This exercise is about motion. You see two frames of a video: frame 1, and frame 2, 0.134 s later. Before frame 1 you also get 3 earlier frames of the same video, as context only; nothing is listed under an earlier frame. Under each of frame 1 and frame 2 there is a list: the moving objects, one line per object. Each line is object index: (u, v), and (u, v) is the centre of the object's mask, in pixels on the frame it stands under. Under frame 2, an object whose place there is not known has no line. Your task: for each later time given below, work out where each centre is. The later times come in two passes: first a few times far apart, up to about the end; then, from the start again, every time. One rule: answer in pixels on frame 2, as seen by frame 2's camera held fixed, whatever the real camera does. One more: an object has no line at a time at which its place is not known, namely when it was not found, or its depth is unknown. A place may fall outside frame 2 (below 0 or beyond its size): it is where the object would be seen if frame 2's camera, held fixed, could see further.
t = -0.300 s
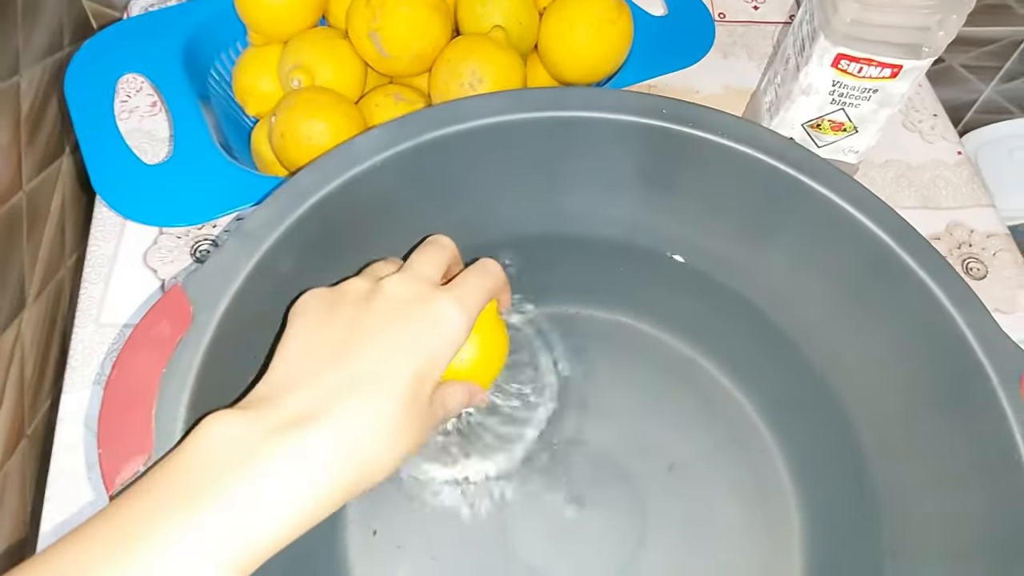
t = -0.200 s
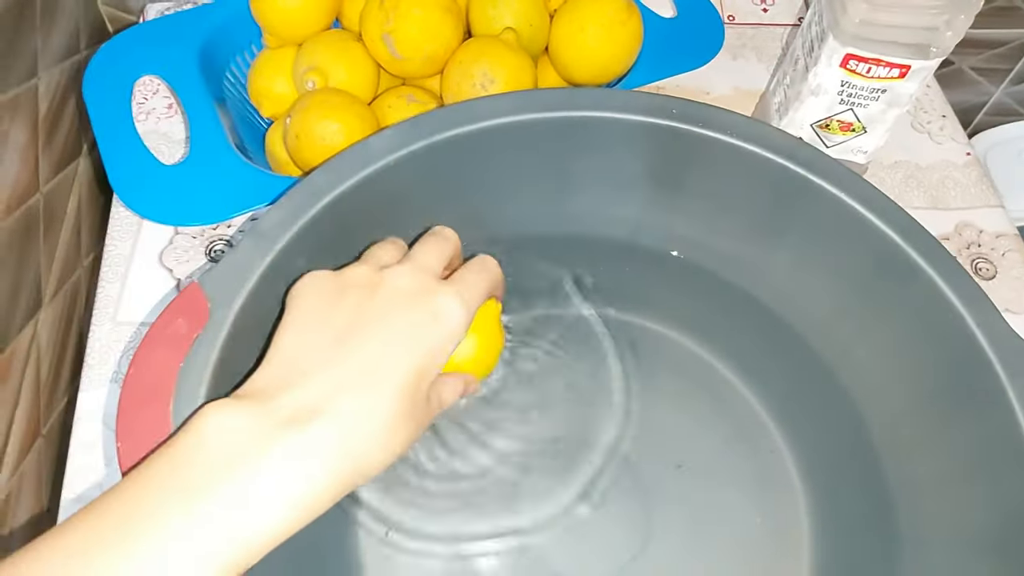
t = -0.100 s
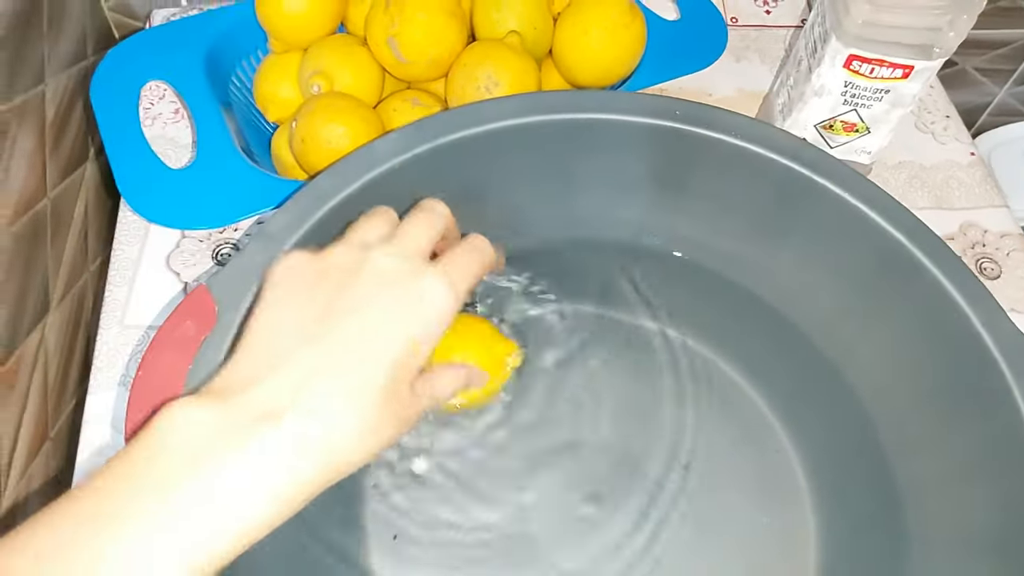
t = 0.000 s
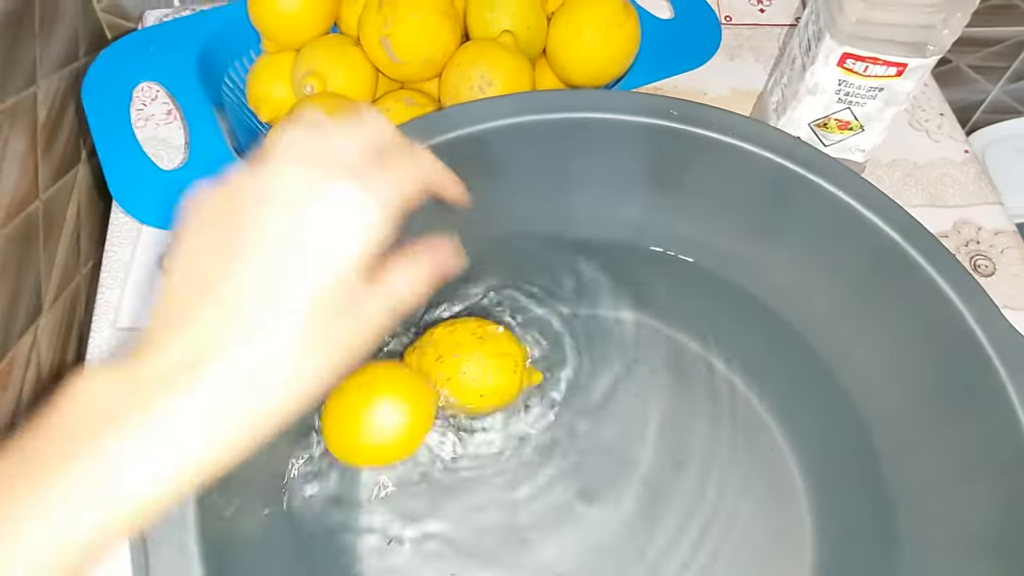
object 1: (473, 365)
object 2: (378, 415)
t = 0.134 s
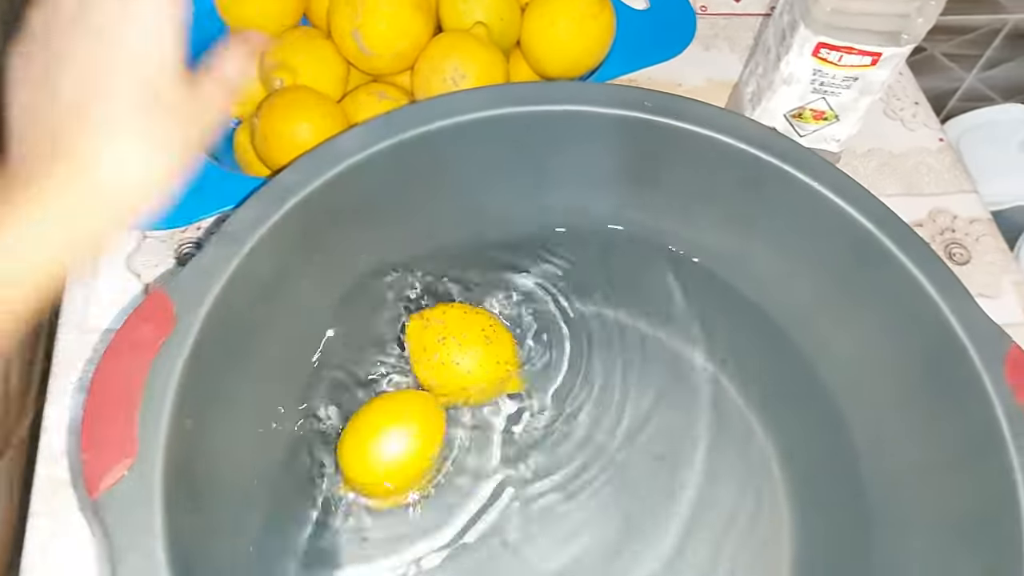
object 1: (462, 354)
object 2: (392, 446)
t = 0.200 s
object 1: (466, 351)
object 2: (406, 445)
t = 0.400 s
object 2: (437, 457)
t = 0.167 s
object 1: (465, 352)
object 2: (400, 444)
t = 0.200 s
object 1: (466, 351)
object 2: (406, 445)
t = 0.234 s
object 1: (468, 348)
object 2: (410, 447)
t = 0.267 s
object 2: (414, 449)
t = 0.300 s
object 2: (419, 452)
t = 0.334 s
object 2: (424, 452)
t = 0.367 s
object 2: (430, 456)
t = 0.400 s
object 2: (437, 457)
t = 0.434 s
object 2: (441, 461)
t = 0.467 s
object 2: (444, 465)
